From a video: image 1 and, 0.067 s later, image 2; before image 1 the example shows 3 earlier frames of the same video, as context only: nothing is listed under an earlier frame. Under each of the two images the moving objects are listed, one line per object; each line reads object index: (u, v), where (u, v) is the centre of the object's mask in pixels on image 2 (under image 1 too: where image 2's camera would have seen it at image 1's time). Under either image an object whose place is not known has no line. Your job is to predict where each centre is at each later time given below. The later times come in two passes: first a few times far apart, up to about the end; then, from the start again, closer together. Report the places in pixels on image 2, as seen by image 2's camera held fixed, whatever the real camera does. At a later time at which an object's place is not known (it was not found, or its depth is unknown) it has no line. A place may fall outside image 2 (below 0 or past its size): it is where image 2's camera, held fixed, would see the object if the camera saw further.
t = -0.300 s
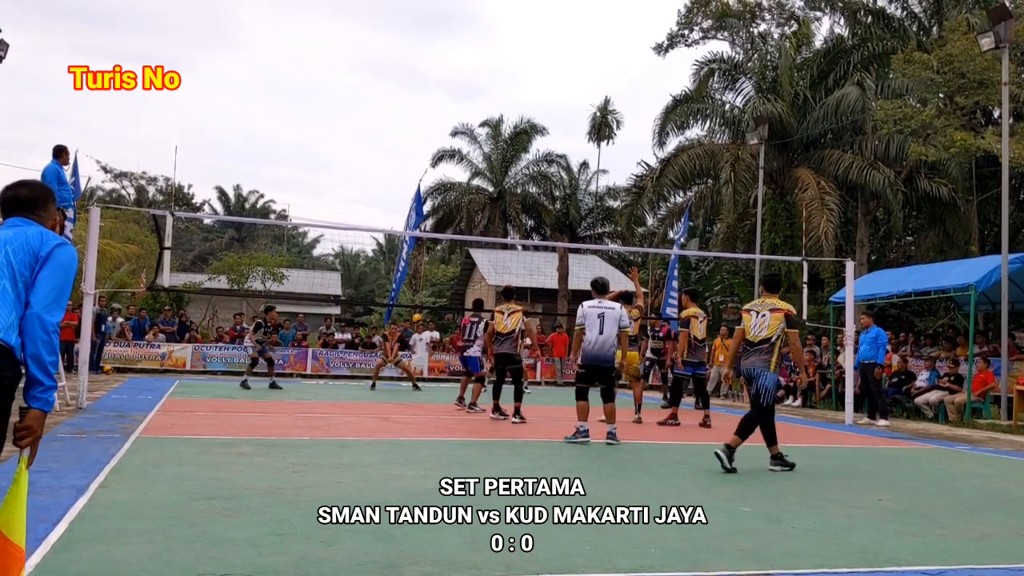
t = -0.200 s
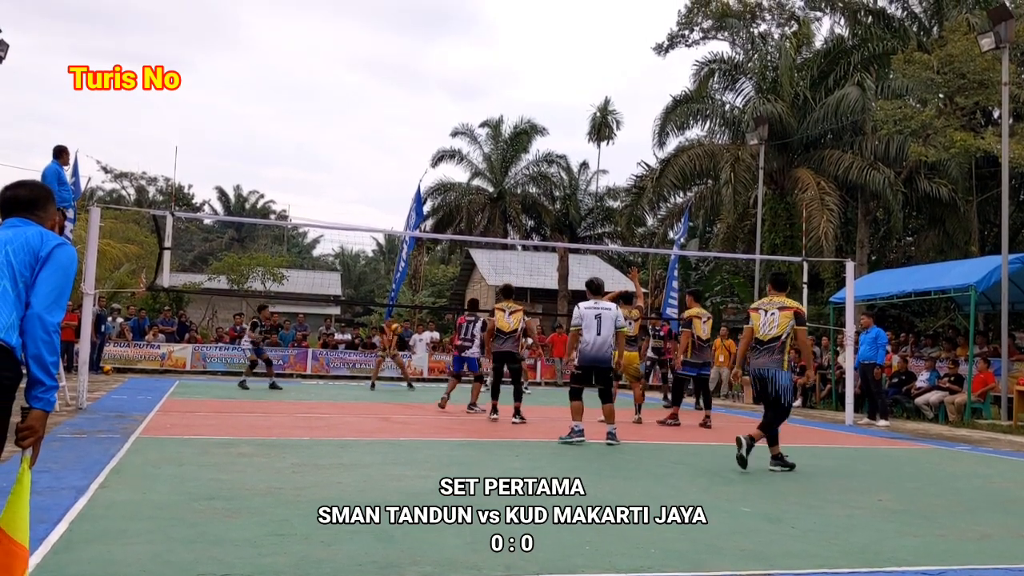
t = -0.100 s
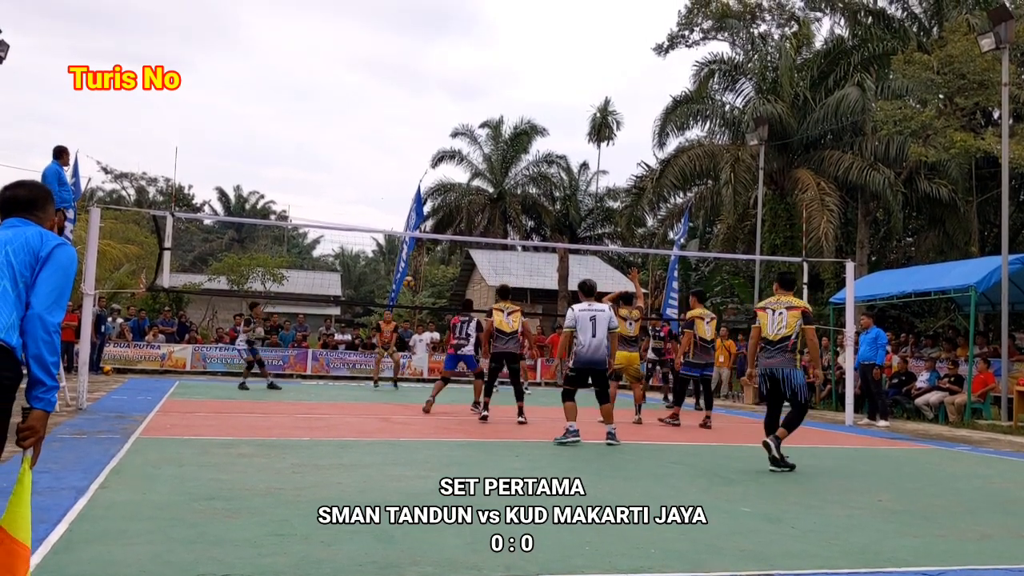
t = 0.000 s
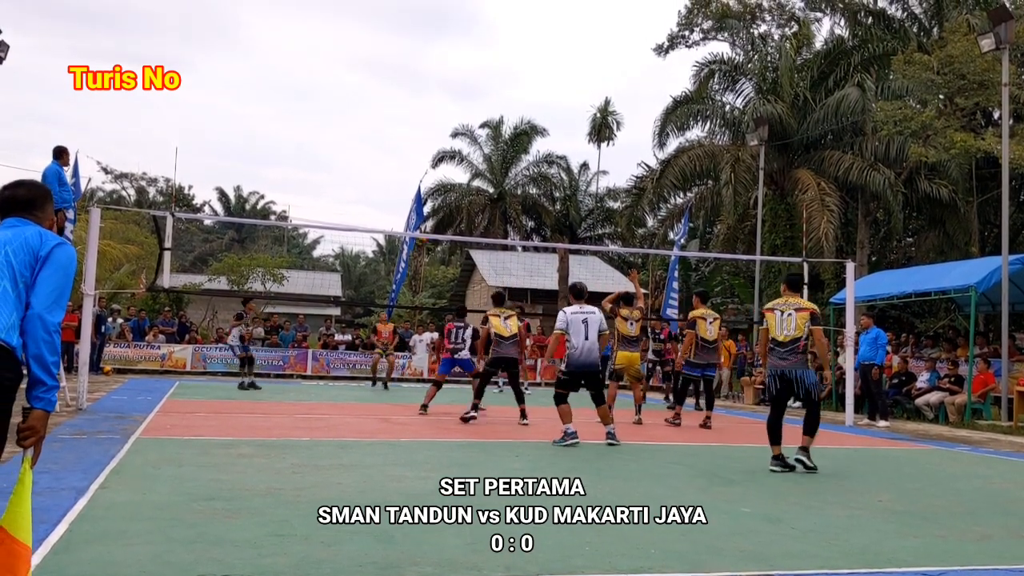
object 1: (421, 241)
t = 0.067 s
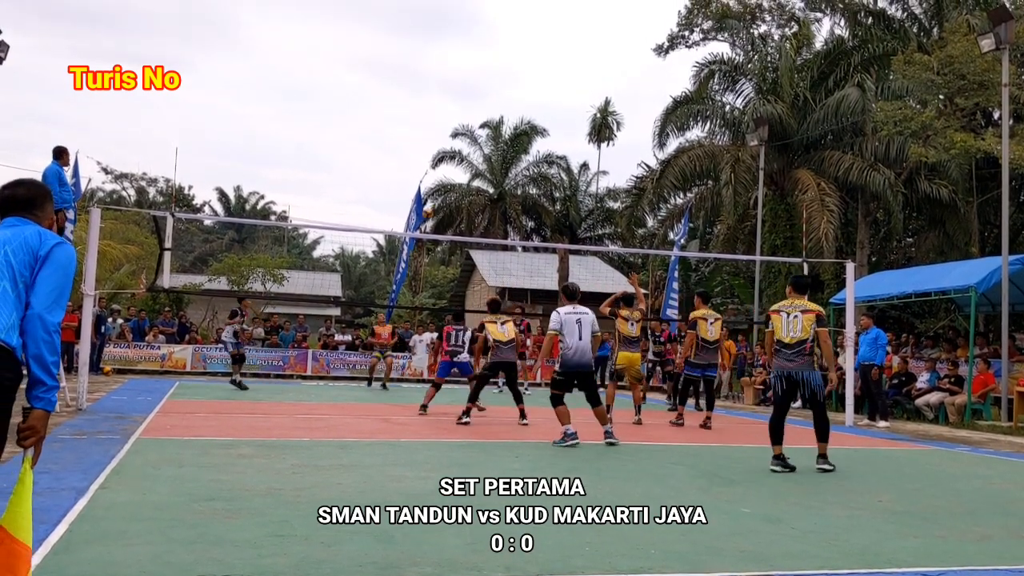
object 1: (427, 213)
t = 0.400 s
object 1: (461, 115)
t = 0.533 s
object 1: (474, 90)
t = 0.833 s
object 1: (501, 66)
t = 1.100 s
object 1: (524, 83)
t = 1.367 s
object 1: (546, 136)
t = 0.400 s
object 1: (461, 115)
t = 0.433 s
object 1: (464, 108)
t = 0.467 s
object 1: (467, 101)
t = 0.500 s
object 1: (471, 95)
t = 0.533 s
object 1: (474, 90)
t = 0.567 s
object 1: (477, 85)
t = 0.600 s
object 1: (480, 81)
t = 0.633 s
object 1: (483, 77)
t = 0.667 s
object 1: (486, 74)
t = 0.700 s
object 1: (489, 71)
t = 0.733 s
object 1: (492, 69)
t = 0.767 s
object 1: (495, 67)
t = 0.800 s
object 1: (498, 66)
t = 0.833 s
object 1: (501, 66)
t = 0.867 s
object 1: (504, 66)
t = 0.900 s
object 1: (507, 67)
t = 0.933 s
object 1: (510, 68)
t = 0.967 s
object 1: (513, 70)
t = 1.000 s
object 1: (515, 72)
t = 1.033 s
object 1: (518, 75)
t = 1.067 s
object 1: (521, 79)
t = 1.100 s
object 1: (524, 83)
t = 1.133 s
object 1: (527, 87)
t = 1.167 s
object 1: (530, 93)
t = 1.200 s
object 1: (532, 99)
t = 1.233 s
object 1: (535, 105)
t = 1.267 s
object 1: (538, 112)
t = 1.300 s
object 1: (541, 120)
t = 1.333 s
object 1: (543, 129)
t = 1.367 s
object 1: (546, 136)
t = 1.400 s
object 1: (550, 146)
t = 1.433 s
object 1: (553, 156)
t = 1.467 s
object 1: (554, 166)
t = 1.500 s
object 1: (556, 176)
